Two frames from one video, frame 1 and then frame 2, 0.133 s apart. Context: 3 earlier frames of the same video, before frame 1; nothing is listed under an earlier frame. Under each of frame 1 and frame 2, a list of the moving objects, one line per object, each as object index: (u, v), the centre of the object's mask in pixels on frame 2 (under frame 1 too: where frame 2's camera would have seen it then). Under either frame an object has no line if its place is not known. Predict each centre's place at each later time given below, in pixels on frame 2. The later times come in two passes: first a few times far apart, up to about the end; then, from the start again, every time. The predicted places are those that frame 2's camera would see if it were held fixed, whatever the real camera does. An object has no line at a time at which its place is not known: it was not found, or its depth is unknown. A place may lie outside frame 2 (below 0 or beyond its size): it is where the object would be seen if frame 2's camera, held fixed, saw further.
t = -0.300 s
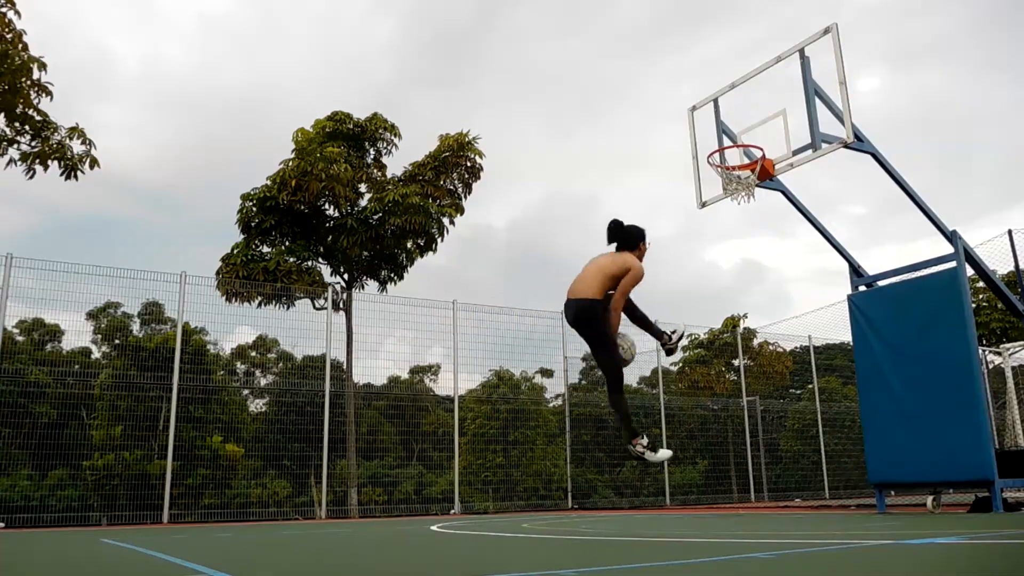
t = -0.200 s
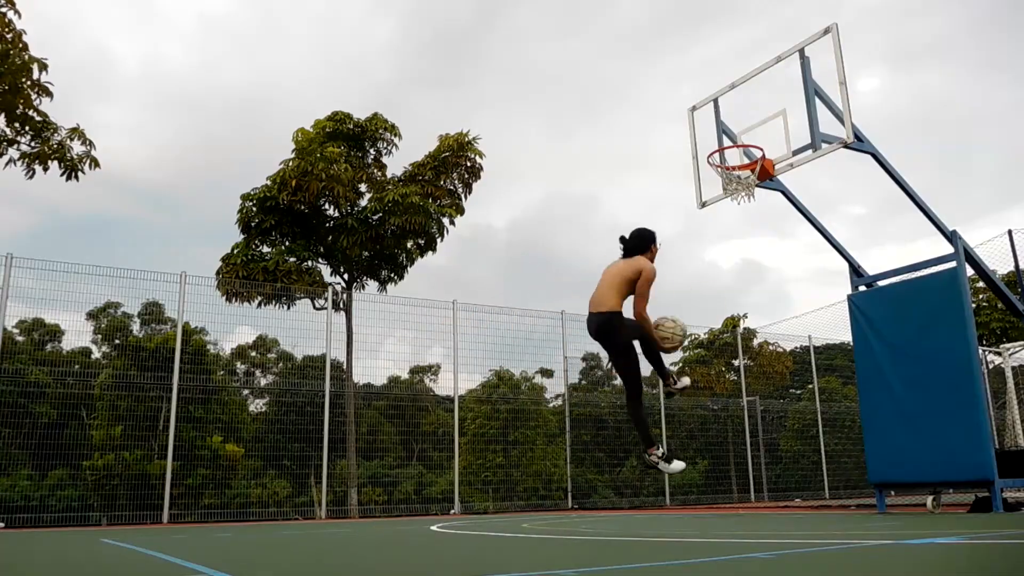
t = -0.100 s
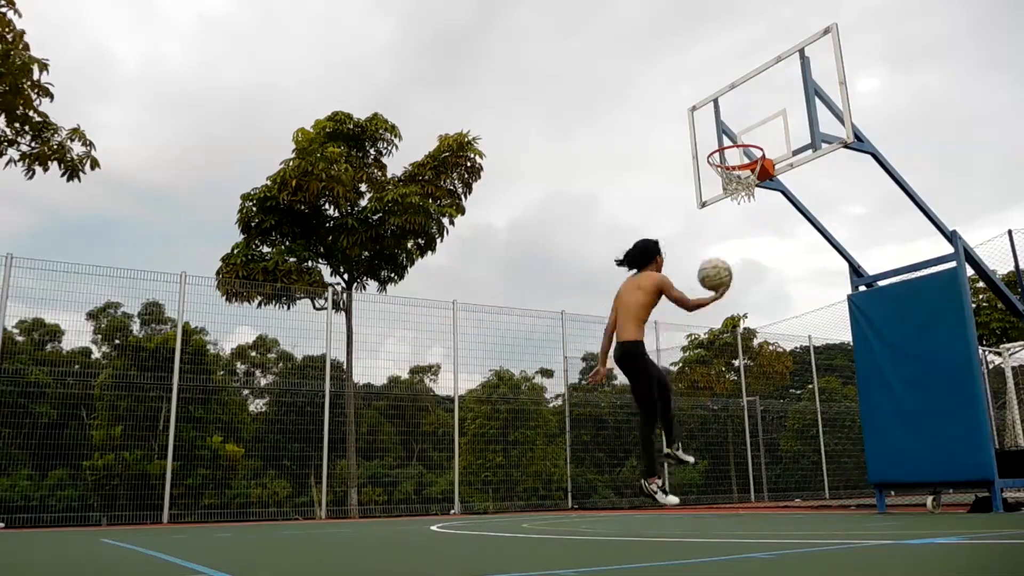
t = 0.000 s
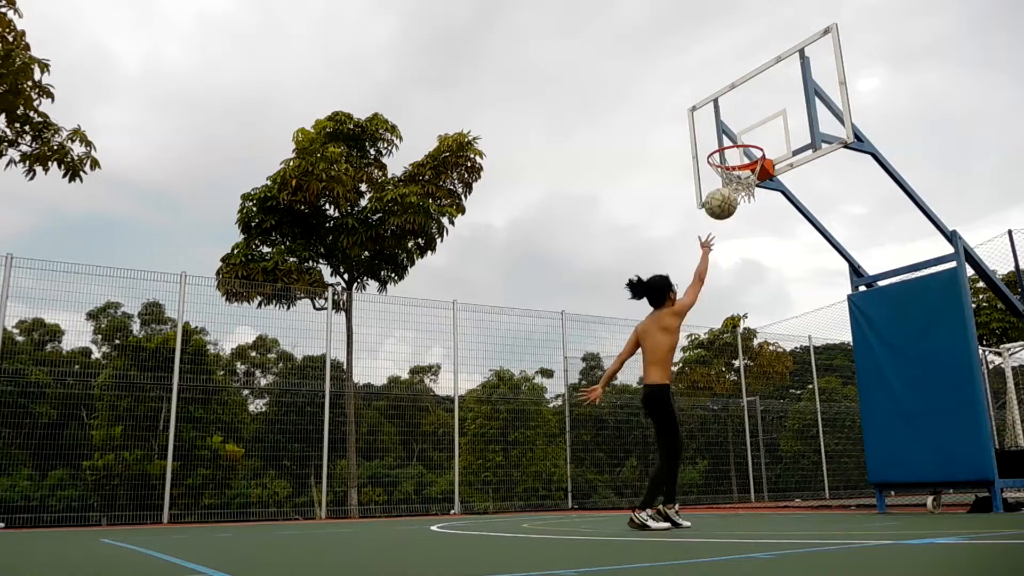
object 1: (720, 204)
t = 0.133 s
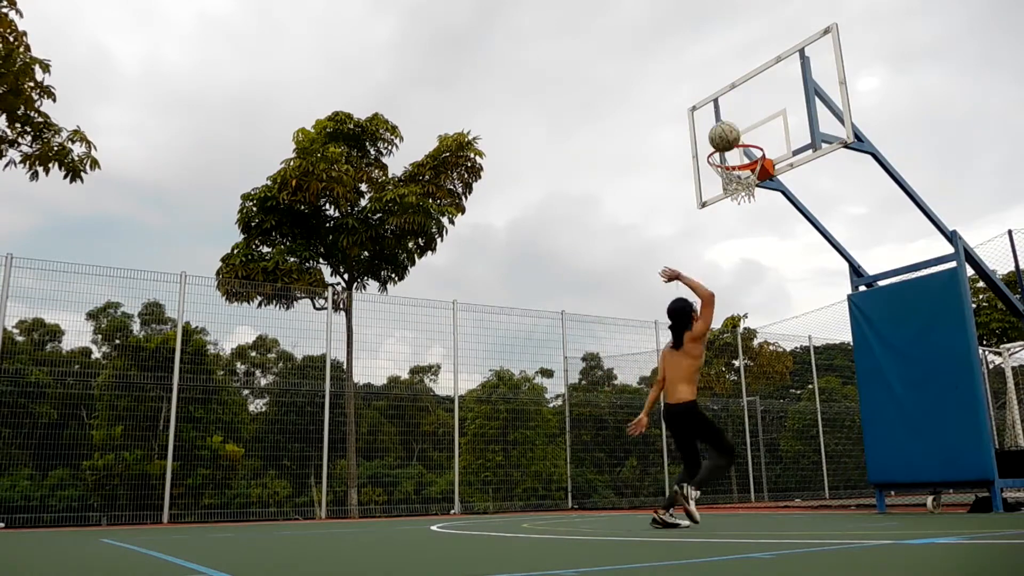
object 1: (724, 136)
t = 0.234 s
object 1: (728, 104)
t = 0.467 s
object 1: (740, 74)
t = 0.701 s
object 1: (756, 103)
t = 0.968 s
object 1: (732, 158)
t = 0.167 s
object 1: (725, 124)
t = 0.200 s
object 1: (726, 113)
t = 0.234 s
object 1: (728, 104)
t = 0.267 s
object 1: (729, 95)
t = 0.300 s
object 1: (731, 89)
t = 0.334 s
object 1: (732, 83)
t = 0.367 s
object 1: (734, 79)
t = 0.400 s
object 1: (736, 76)
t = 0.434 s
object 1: (737, 75)
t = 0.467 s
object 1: (740, 74)
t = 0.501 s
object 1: (742, 75)
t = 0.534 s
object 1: (744, 77)
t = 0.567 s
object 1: (746, 80)
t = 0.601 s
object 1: (748, 84)
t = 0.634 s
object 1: (751, 90)
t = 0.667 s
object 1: (754, 95)
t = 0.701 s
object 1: (756, 103)
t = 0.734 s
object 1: (758, 110)
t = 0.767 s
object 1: (754, 113)
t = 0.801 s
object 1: (749, 117)
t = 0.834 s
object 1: (746, 123)
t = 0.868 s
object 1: (742, 130)
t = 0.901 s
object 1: (738, 135)
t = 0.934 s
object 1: (735, 145)
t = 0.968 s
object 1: (732, 158)
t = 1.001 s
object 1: (727, 164)
